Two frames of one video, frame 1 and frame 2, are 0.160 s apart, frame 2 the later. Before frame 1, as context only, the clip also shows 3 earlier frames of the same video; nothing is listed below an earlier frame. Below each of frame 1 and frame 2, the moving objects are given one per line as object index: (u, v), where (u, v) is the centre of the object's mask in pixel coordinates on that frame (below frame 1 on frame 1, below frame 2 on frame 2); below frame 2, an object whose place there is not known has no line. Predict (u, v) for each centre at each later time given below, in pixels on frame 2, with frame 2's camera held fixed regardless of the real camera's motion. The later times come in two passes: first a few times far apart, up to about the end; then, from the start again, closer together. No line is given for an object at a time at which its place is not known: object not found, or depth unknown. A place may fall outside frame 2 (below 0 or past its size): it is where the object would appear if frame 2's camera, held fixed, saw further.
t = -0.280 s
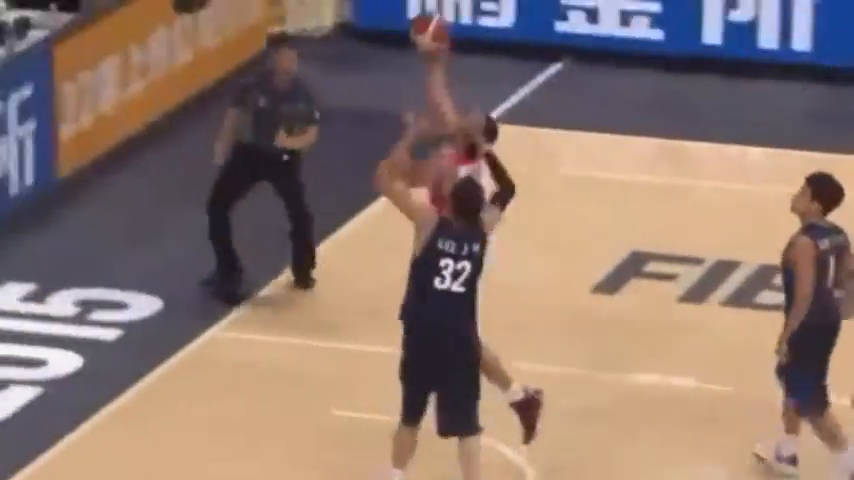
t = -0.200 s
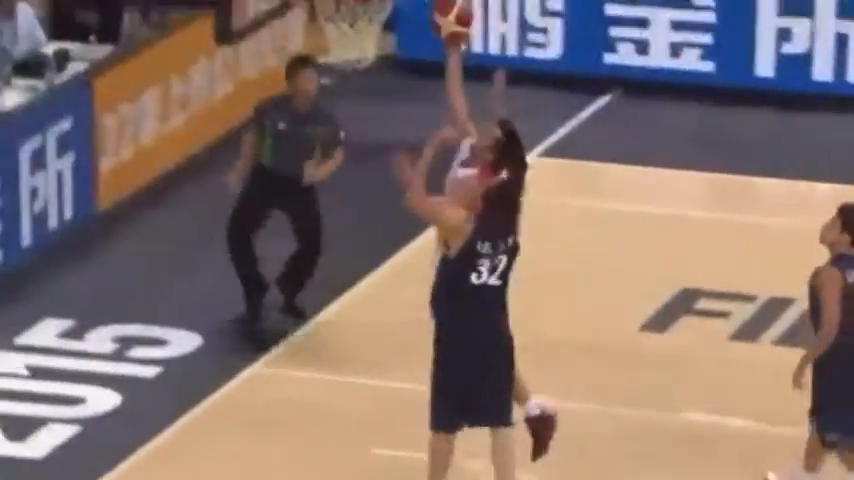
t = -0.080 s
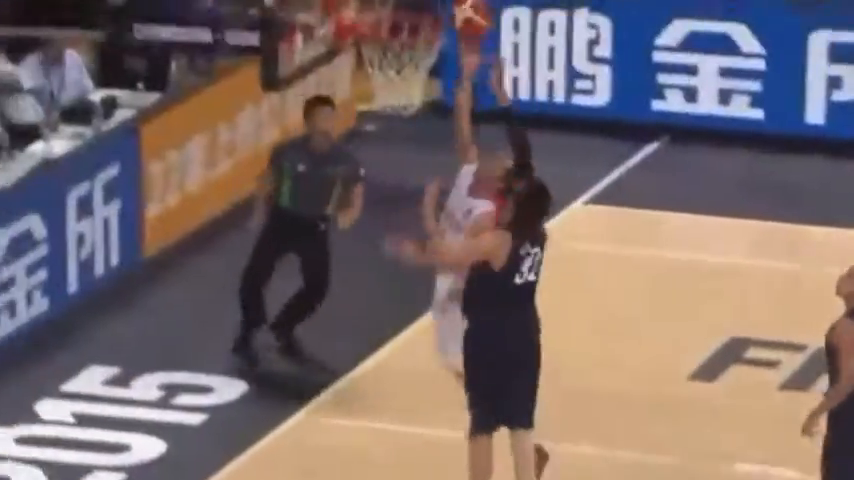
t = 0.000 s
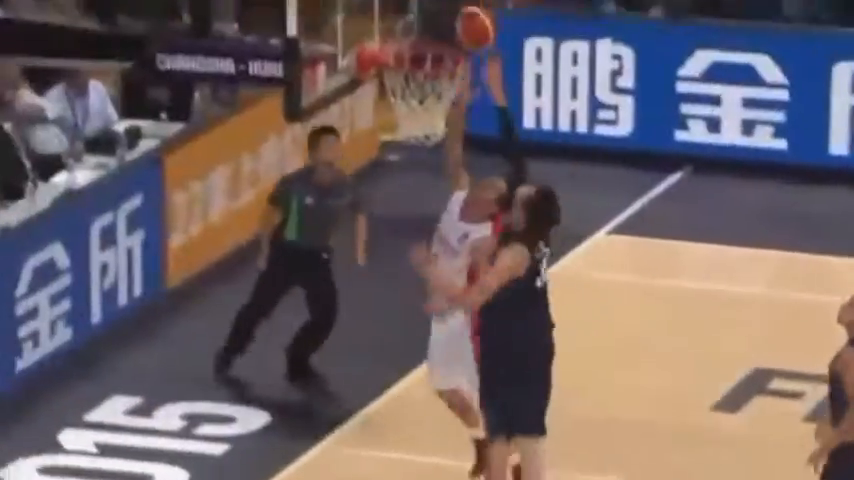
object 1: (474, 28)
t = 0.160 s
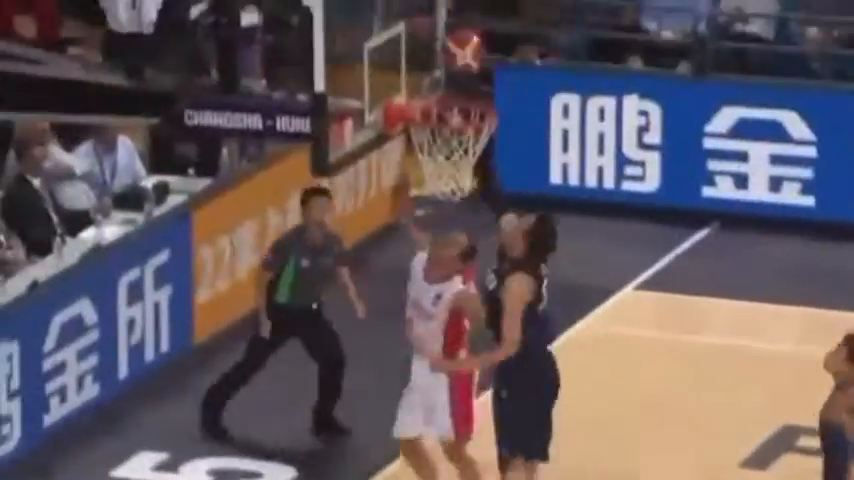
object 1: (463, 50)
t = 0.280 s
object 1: (432, 38)
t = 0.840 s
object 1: (471, 90)
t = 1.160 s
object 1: (441, 107)
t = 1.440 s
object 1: (463, 141)
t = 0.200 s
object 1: (455, 44)
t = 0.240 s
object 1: (445, 44)
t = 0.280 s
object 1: (432, 38)
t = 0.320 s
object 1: (425, 36)
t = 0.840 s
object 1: (471, 90)
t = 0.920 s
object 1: (463, 89)
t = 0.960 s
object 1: (457, 90)
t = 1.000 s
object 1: (453, 93)
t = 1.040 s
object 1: (448, 96)
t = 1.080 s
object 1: (444, 102)
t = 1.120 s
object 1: (440, 106)
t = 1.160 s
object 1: (441, 107)
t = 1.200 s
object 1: (442, 107)
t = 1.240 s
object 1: (445, 108)
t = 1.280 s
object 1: (447, 110)
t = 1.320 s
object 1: (456, 114)
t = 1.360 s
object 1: (454, 124)
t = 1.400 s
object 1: (462, 127)
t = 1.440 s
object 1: (463, 141)
